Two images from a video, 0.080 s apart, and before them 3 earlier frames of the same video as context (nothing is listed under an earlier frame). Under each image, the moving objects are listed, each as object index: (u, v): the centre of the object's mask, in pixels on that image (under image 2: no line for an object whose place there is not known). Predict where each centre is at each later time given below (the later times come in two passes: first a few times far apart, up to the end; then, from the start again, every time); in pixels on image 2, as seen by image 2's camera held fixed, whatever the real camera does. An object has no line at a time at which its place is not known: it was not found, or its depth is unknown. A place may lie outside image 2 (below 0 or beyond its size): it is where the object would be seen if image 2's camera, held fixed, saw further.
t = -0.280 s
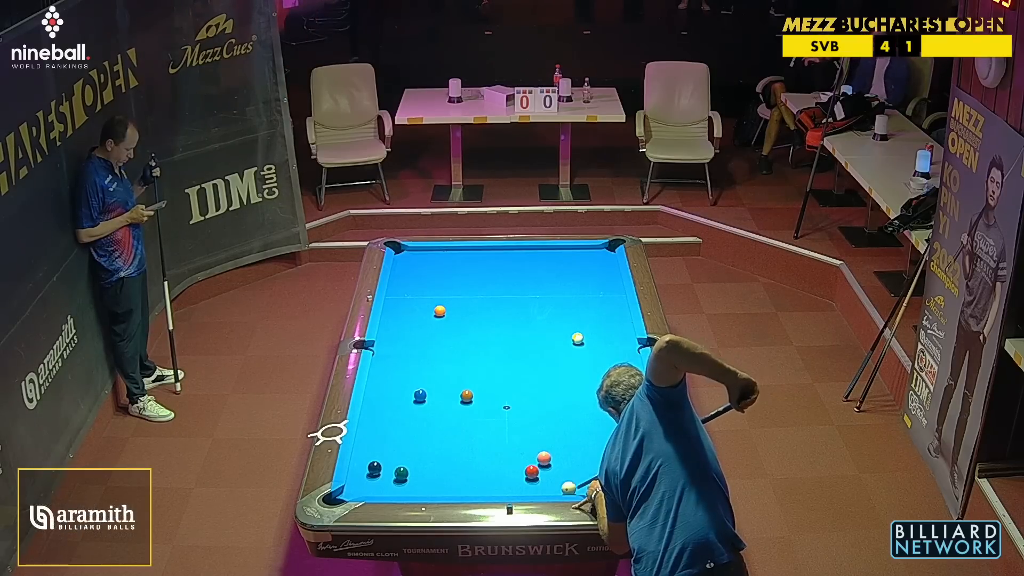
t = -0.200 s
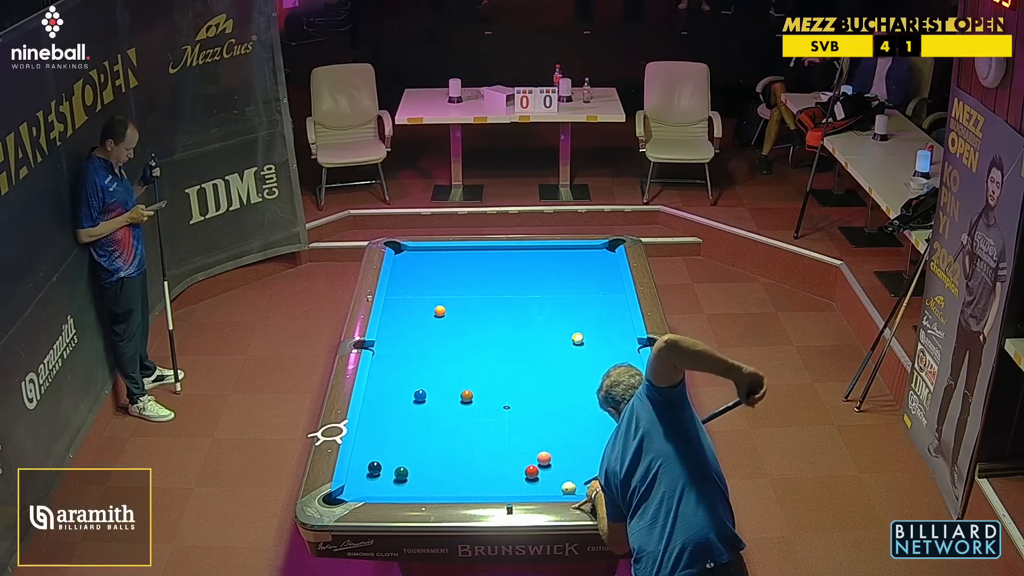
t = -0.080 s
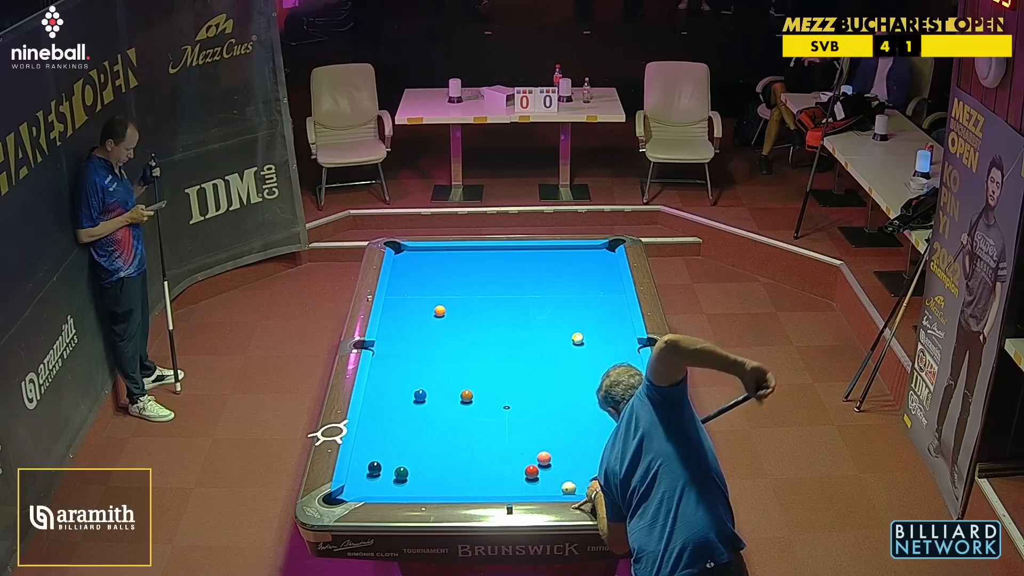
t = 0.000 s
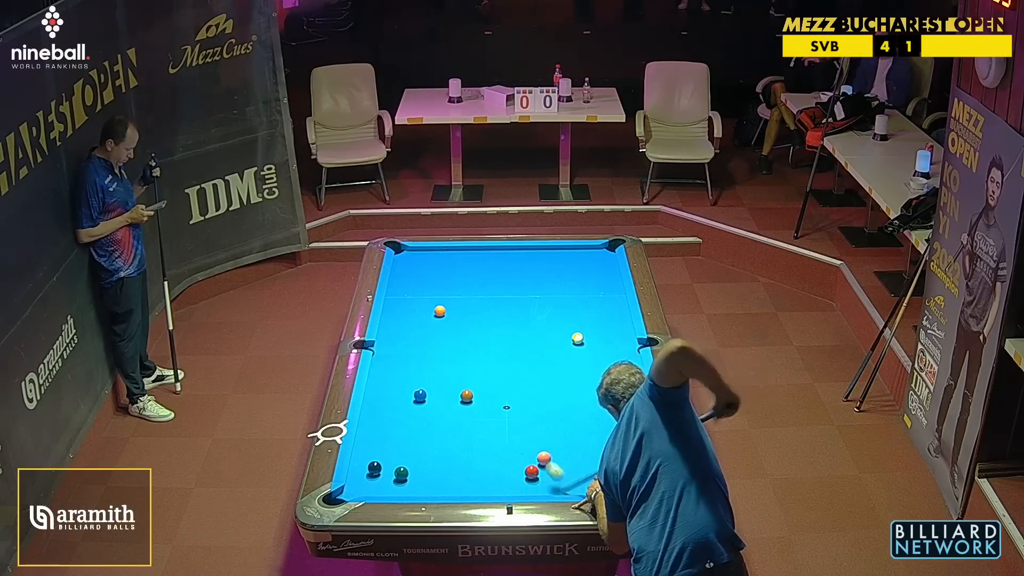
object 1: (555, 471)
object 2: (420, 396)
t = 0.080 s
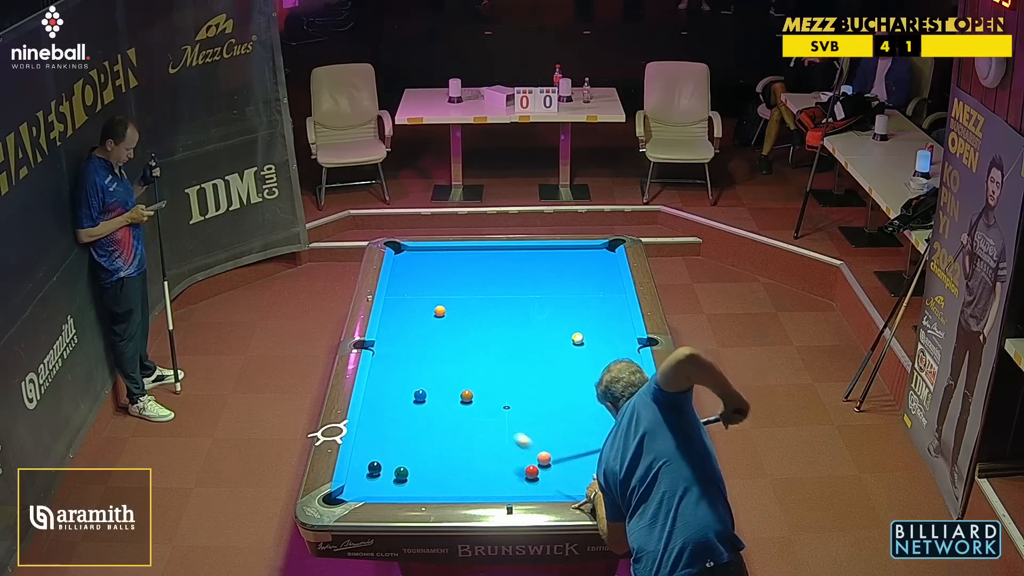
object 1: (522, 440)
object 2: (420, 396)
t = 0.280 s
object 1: (449, 415)
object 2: (420, 396)
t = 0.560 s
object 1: (372, 393)
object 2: (421, 374)
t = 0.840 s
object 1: (425, 399)
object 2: (422, 348)
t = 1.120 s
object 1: (469, 405)
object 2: (423, 324)
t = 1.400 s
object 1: (512, 410)
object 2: (424, 302)
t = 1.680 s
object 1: (555, 415)
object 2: (425, 283)
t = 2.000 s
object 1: (598, 417)
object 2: (427, 264)
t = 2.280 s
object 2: (428, 251)
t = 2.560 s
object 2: (426, 260)
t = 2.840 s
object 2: (424, 268)
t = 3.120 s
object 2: (423, 276)
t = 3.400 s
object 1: (579, 439)
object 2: (421, 283)
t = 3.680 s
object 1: (564, 442)
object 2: (419, 291)
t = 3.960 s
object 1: (550, 444)
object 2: (417, 298)
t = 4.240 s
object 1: (536, 446)
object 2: (415, 305)
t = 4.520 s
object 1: (525, 448)
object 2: (413, 312)
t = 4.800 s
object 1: (514, 450)
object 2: (411, 318)
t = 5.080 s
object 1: (505, 452)
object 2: (410, 324)
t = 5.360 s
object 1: (498, 453)
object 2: (408, 330)
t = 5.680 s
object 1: (491, 455)
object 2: (407, 335)
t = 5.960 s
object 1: (485, 456)
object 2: (406, 340)
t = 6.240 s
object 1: (482, 456)
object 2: (406, 344)
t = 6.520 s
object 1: (480, 457)
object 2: (406, 348)
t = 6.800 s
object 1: (479, 457)
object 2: (406, 351)
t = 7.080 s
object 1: (479, 457)
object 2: (407, 353)
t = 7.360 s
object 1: (479, 457)
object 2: (406, 356)
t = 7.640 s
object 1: (479, 457)
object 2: (407, 356)
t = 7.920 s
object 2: (407, 357)
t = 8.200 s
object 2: (408, 357)
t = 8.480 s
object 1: (479, 457)
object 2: (408, 357)
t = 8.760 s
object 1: (479, 457)
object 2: (408, 357)
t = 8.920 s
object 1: (479, 456)
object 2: (408, 357)
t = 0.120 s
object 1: (507, 430)
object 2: (420, 396)
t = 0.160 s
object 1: (492, 423)
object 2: (420, 396)
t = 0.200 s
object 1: (477, 420)
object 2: (420, 396)
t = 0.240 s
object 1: (463, 420)
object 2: (420, 396)
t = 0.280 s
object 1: (449, 415)
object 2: (420, 396)
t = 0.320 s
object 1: (437, 404)
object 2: (420, 396)
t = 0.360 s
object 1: (424, 397)
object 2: (416, 396)
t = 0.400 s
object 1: (412, 392)
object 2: (422, 392)
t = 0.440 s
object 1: (400, 391)
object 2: (420, 388)
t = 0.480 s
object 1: (388, 392)
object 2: (420, 383)
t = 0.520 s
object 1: (376, 394)
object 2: (421, 378)
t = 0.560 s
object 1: (372, 393)
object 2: (421, 374)
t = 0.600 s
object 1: (381, 395)
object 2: (421, 370)
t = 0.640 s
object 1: (390, 395)
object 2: (421, 366)
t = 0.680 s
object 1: (398, 395)
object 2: (421, 362)
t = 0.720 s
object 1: (406, 396)
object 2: (422, 358)
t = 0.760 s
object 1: (412, 397)
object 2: (422, 355)
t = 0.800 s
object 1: (419, 398)
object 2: (422, 351)
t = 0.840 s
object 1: (425, 399)
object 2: (422, 348)
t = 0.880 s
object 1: (431, 399)
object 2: (422, 344)
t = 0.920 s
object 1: (438, 400)
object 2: (422, 340)
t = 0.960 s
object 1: (444, 401)
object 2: (422, 337)
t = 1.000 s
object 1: (450, 402)
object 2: (423, 333)
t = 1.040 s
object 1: (456, 403)
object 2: (423, 330)
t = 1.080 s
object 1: (462, 404)
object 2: (423, 327)
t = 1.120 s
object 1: (469, 405)
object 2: (423, 324)
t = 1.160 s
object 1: (475, 406)
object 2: (423, 321)
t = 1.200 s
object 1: (481, 406)
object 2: (424, 317)
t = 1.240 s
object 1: (487, 407)
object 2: (424, 314)
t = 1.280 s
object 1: (494, 408)
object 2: (424, 311)
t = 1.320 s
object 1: (500, 408)
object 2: (424, 308)
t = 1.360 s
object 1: (506, 409)
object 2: (424, 305)
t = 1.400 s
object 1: (512, 410)
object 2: (424, 302)
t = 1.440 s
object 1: (518, 411)
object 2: (424, 300)
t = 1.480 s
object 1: (524, 411)
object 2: (425, 297)
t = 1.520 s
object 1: (530, 412)
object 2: (425, 294)
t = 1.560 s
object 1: (537, 413)
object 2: (425, 291)
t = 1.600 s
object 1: (543, 414)
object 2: (425, 288)
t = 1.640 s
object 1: (549, 414)
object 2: (425, 286)
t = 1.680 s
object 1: (555, 415)
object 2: (425, 283)
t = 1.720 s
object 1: (561, 416)
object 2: (425, 281)
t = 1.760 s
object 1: (567, 416)
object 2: (426, 278)
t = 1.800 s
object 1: (573, 417)
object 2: (426, 275)
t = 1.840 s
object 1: (578, 418)
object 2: (426, 273)
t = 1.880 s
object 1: (584, 419)
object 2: (426, 271)
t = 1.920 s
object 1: (590, 419)
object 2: (426, 268)
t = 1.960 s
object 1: (594, 418)
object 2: (426, 266)
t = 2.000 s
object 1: (598, 417)
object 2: (427, 264)
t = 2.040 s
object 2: (427, 261)
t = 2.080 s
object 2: (427, 259)
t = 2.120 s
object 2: (427, 257)
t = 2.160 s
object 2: (427, 255)
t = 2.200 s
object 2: (428, 253)
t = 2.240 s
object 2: (428, 250)
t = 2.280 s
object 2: (428, 251)
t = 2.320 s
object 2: (427, 252)
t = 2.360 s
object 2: (427, 253)
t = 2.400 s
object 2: (427, 255)
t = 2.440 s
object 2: (426, 256)
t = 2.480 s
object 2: (426, 257)
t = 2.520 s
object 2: (426, 258)
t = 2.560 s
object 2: (426, 260)
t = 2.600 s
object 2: (425, 261)
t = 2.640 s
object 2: (425, 262)
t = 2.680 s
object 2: (425, 263)
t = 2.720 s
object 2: (425, 264)
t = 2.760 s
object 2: (424, 265)
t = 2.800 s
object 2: (424, 267)
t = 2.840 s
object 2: (424, 268)
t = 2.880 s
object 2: (424, 269)
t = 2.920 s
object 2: (424, 270)
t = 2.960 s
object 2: (424, 271)
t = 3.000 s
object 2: (423, 272)
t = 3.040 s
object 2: (423, 273)
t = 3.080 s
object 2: (423, 275)
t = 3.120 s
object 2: (423, 276)
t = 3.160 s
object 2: (422, 277)
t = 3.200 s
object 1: (588, 436)
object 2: (422, 278)
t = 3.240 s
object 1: (586, 436)
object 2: (422, 279)
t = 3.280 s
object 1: (584, 437)
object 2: (421, 280)
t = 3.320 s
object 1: (583, 437)
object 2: (421, 282)
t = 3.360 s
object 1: (581, 438)
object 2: (421, 283)
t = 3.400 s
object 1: (579, 439)
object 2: (421, 283)
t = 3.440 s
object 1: (577, 439)
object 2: (421, 285)
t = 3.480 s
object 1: (574, 440)
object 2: (420, 286)
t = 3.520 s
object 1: (572, 440)
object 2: (420, 287)
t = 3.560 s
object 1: (570, 440)
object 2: (420, 288)
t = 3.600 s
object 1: (568, 441)
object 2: (419, 289)
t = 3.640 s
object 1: (566, 441)
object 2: (419, 290)
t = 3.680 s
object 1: (564, 442)
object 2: (419, 291)
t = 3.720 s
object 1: (561, 442)
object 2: (419, 292)
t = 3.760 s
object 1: (560, 443)
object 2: (418, 293)
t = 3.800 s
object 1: (557, 443)
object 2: (418, 295)
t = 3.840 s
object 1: (555, 444)
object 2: (418, 295)
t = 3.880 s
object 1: (554, 444)
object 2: (418, 296)
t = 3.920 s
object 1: (552, 444)
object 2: (417, 297)
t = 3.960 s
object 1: (550, 444)
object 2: (417, 298)
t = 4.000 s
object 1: (548, 444)
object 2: (417, 300)
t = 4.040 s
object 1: (546, 444)
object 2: (416, 301)
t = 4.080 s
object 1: (544, 445)
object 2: (416, 302)
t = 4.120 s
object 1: (542, 445)
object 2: (416, 302)
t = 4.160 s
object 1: (540, 445)
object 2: (416, 303)
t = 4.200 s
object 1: (538, 446)
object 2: (415, 304)
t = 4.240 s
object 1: (536, 446)
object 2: (415, 305)
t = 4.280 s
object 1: (535, 447)
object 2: (415, 307)
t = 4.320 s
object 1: (533, 447)
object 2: (414, 307)
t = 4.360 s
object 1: (531, 447)
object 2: (414, 308)
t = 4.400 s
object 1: (530, 447)
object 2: (414, 309)
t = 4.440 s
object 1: (528, 448)
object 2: (414, 310)
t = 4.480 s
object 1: (526, 448)
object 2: (413, 311)
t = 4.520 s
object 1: (525, 448)
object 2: (413, 312)
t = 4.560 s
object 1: (523, 449)
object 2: (413, 313)
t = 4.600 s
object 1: (522, 449)
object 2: (413, 314)
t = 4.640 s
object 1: (520, 449)
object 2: (412, 315)
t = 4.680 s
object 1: (519, 450)
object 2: (412, 316)
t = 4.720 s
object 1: (517, 450)
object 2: (412, 317)
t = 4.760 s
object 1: (516, 450)
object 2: (412, 317)
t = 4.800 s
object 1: (514, 450)
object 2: (411, 318)
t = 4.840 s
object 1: (513, 451)
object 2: (411, 319)
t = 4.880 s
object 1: (512, 451)
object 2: (411, 320)
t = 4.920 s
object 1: (510, 451)
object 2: (411, 321)
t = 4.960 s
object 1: (509, 452)
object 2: (410, 322)
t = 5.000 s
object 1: (508, 452)
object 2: (410, 323)
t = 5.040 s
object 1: (507, 452)
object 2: (410, 323)
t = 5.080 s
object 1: (505, 452)
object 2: (410, 324)
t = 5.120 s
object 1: (504, 452)
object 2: (410, 325)
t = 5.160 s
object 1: (503, 452)
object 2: (409, 326)
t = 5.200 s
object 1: (502, 453)
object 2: (409, 327)
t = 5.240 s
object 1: (501, 453)
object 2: (409, 327)
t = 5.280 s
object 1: (500, 453)
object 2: (409, 328)
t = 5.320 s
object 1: (499, 453)
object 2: (409, 329)
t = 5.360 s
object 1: (498, 453)
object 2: (408, 330)
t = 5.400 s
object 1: (497, 454)
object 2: (408, 331)
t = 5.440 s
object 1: (496, 454)
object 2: (408, 331)
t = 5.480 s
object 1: (495, 454)
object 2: (408, 332)
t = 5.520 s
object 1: (494, 454)
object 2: (408, 333)
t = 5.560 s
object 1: (493, 454)
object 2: (407, 333)
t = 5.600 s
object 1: (492, 455)
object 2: (407, 334)
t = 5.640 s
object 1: (491, 455)
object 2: (407, 335)
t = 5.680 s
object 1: (491, 455)
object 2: (407, 335)
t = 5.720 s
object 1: (490, 455)
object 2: (407, 336)
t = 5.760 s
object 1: (489, 455)
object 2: (407, 337)
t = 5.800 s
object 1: (488, 455)
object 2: (406, 338)
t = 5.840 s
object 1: (488, 456)
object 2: (406, 338)
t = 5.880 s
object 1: (487, 456)
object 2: (406, 339)
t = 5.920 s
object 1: (486, 456)
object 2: (406, 339)
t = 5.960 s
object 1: (485, 456)
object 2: (406, 340)
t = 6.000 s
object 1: (485, 456)
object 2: (406, 341)
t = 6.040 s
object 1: (484, 456)
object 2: (406, 341)
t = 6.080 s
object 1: (484, 456)
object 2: (406, 342)
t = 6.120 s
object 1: (483, 456)
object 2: (406, 343)
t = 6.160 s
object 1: (483, 456)
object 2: (406, 343)
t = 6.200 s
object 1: (482, 456)
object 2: (406, 344)
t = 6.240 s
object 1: (482, 456)
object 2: (406, 344)
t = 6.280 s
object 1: (481, 456)
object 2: (406, 345)
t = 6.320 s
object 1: (481, 457)
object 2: (406, 345)
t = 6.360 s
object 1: (481, 457)
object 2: (406, 346)
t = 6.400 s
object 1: (480, 457)
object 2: (406, 346)
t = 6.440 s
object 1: (480, 457)
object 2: (406, 347)
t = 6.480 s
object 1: (480, 457)
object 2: (406, 347)
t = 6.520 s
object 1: (480, 457)
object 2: (406, 348)
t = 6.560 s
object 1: (479, 457)
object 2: (406, 348)
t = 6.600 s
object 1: (479, 457)
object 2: (406, 349)
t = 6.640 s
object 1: (479, 457)
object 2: (406, 349)
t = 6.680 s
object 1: (479, 457)
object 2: (406, 350)
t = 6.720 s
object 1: (479, 457)
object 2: (406, 350)
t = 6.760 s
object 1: (479, 457)
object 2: (406, 350)
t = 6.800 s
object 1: (479, 457)
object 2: (406, 351)
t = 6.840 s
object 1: (479, 457)
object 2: (406, 351)
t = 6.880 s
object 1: (479, 457)
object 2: (406, 352)
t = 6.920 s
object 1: (479, 457)
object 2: (406, 352)
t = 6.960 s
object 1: (479, 457)
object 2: (406, 352)
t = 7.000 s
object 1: (479, 457)
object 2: (406, 352)
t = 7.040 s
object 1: (479, 457)
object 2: (406, 353)
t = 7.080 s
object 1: (479, 457)
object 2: (407, 353)
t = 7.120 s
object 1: (479, 457)
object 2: (407, 353)
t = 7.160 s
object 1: (479, 457)
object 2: (407, 354)
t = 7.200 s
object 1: (479, 457)
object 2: (407, 354)
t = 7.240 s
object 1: (479, 457)
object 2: (407, 354)
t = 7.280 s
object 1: (479, 457)
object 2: (407, 355)
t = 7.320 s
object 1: (479, 457)
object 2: (407, 355)
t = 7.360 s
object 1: (479, 457)
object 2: (406, 356)
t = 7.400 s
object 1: (479, 457)
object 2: (407, 355)
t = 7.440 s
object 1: (479, 457)
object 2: (407, 356)
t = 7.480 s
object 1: (479, 457)
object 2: (407, 356)
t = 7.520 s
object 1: (479, 457)
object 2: (407, 356)
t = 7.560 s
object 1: (479, 457)
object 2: (407, 356)
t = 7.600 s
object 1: (479, 457)
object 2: (407, 356)
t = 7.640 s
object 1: (479, 457)
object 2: (407, 356)
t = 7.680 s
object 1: (479, 457)
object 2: (407, 356)
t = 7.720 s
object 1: (480, 457)
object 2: (407, 356)
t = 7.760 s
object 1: (478, 456)
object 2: (407, 357)
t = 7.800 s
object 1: (479, 457)
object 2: (407, 357)
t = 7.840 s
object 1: (479, 457)
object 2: (407, 357)
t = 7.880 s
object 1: (484, 455)
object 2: (407, 357)
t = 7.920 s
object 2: (407, 357)
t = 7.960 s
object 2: (407, 357)
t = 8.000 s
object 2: (407, 357)
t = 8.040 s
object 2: (408, 357)
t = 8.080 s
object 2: (408, 357)
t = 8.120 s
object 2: (408, 357)
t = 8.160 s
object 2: (408, 357)
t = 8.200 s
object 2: (408, 357)
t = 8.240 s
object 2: (408, 357)
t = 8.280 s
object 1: (476, 454)
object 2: (408, 357)
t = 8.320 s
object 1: (478, 456)
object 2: (408, 357)
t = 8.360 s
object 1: (479, 457)
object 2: (408, 357)
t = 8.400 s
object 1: (479, 457)
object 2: (408, 357)
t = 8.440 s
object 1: (479, 457)
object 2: (408, 357)
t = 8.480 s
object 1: (479, 457)
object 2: (408, 357)
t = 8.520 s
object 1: (479, 457)
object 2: (408, 357)
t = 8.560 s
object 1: (479, 457)
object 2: (408, 357)
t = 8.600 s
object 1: (479, 457)
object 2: (408, 357)
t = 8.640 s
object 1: (479, 457)
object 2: (408, 357)
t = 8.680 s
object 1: (479, 457)
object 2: (408, 357)
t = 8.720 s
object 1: (479, 457)
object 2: (408, 357)
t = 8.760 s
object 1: (479, 457)
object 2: (408, 357)
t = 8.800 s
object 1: (479, 457)
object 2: (408, 357)
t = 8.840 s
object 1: (479, 457)
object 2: (408, 357)
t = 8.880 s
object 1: (479, 457)
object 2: (408, 357)
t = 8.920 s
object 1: (479, 456)
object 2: (408, 357)
